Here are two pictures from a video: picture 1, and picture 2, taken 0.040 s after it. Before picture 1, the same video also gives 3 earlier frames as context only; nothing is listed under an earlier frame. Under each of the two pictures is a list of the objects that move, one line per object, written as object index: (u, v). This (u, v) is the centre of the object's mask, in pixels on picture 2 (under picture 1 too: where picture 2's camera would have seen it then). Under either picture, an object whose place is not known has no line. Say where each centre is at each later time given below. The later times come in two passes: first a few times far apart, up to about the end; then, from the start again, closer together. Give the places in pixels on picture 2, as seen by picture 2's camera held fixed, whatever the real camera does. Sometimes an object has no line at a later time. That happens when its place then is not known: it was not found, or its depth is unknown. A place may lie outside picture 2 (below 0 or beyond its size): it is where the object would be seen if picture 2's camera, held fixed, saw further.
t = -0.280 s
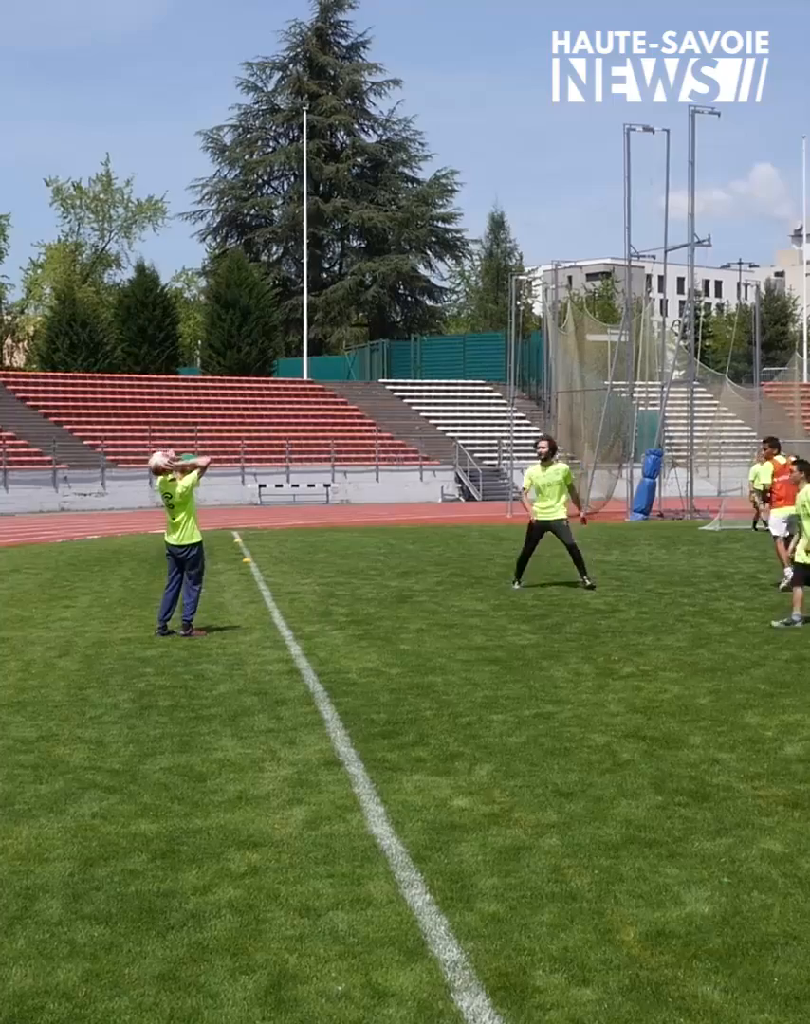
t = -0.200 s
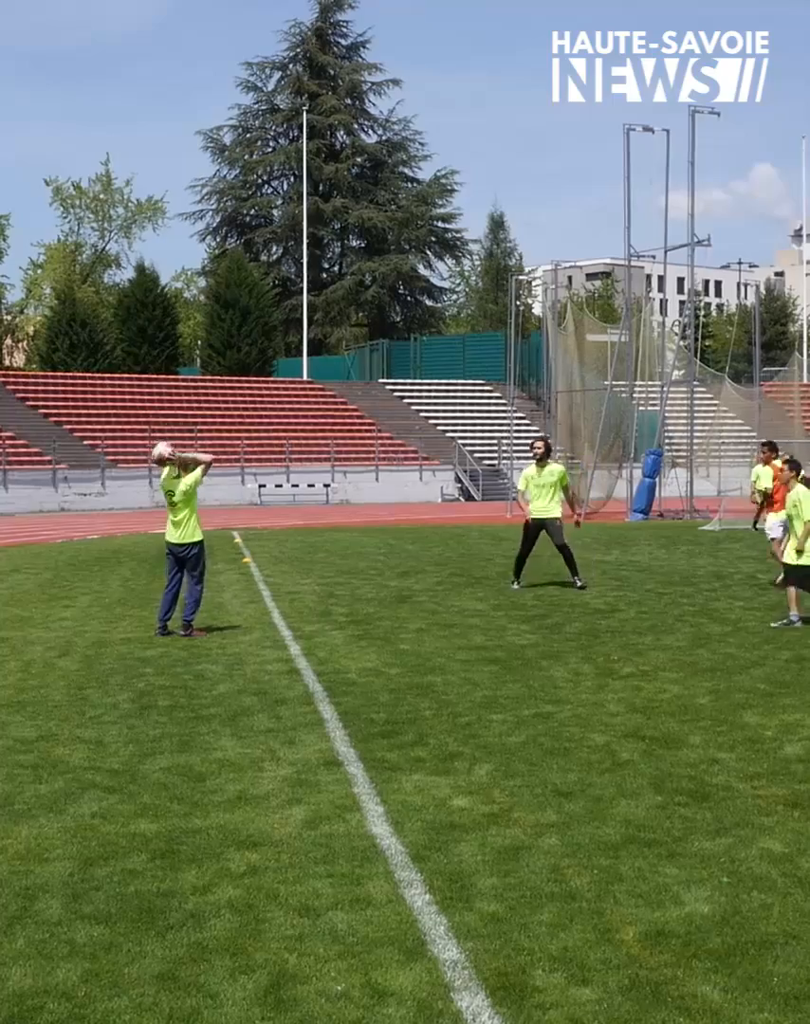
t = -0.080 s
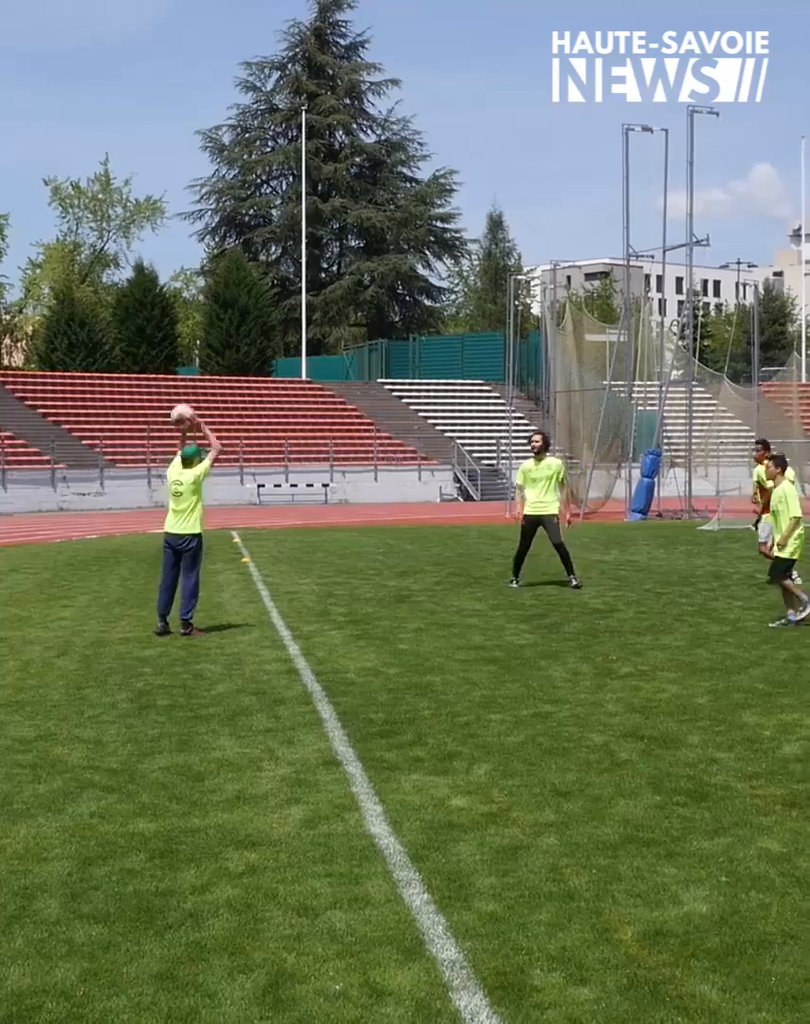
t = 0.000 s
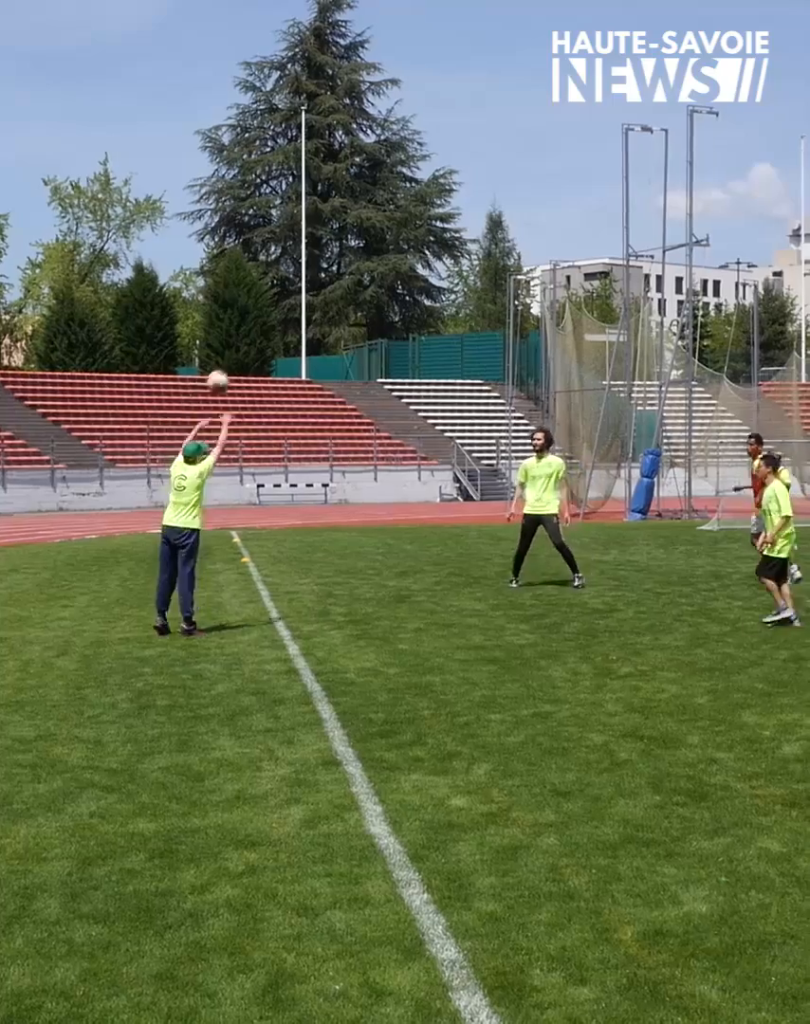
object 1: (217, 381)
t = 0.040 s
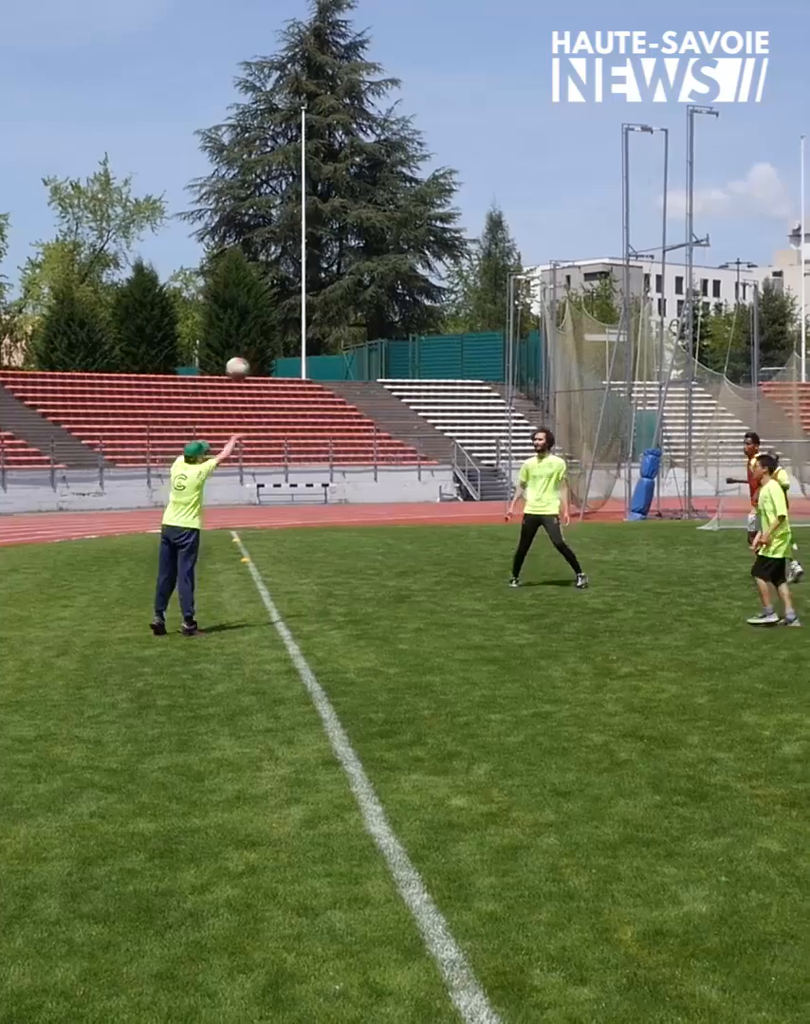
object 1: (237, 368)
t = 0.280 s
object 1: (343, 324)
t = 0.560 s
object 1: (448, 348)
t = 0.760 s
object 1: (512, 402)
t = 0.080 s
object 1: (256, 355)
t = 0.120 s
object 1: (274, 346)
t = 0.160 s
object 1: (291, 339)
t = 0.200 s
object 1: (310, 333)
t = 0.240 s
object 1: (326, 327)
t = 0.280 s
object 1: (343, 324)
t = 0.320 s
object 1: (359, 324)
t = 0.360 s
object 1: (375, 325)
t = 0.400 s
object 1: (390, 326)
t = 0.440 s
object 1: (405, 329)
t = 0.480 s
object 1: (420, 334)
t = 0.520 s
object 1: (433, 341)
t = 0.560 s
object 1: (448, 348)
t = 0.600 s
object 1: (462, 356)
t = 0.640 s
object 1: (475, 365)
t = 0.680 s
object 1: (487, 378)
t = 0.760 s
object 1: (512, 402)
